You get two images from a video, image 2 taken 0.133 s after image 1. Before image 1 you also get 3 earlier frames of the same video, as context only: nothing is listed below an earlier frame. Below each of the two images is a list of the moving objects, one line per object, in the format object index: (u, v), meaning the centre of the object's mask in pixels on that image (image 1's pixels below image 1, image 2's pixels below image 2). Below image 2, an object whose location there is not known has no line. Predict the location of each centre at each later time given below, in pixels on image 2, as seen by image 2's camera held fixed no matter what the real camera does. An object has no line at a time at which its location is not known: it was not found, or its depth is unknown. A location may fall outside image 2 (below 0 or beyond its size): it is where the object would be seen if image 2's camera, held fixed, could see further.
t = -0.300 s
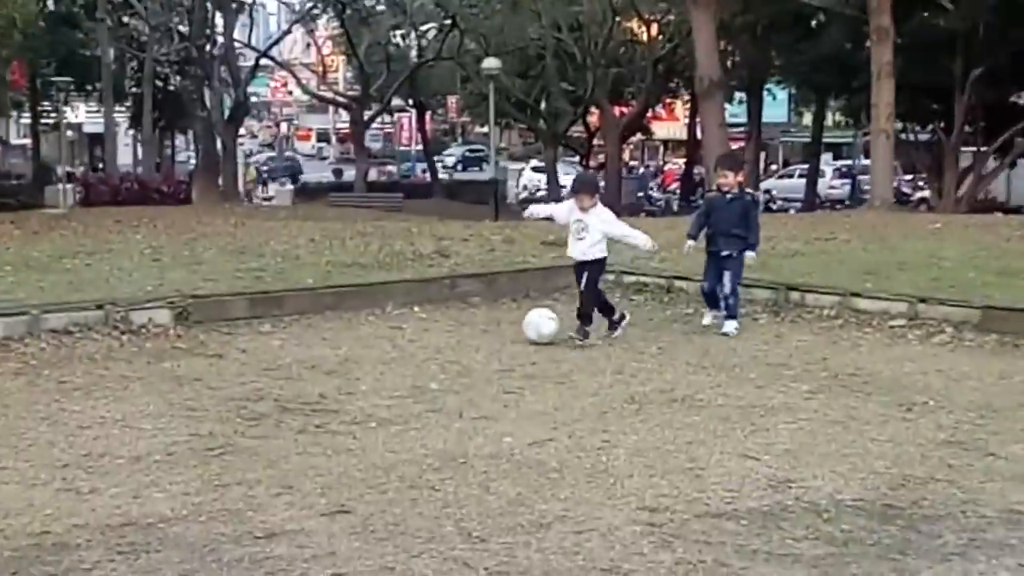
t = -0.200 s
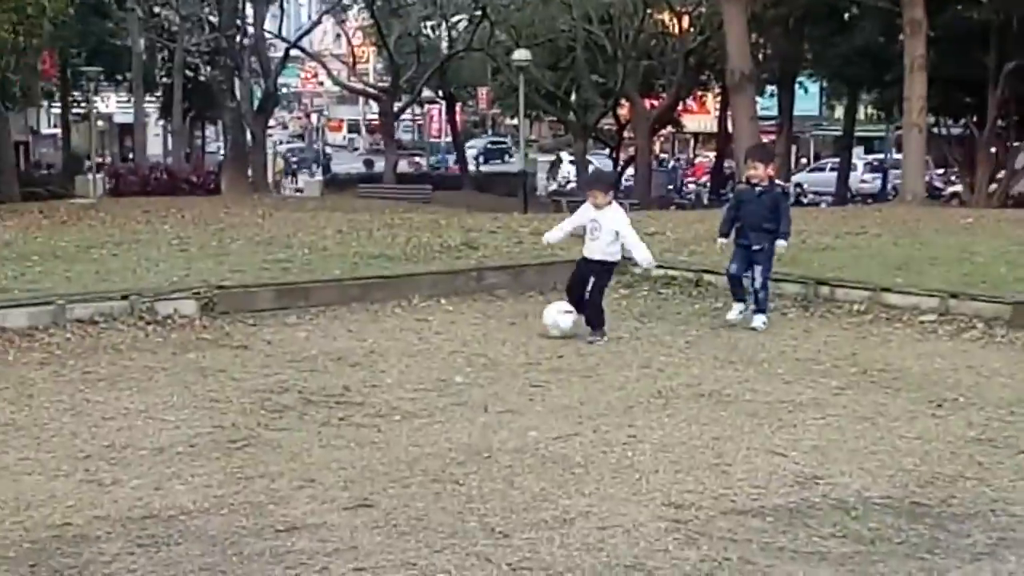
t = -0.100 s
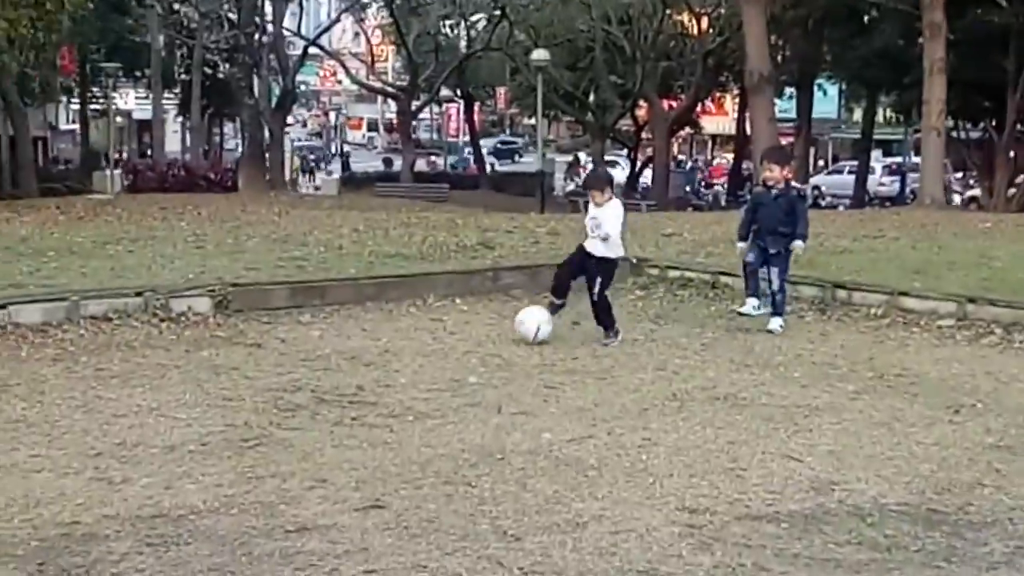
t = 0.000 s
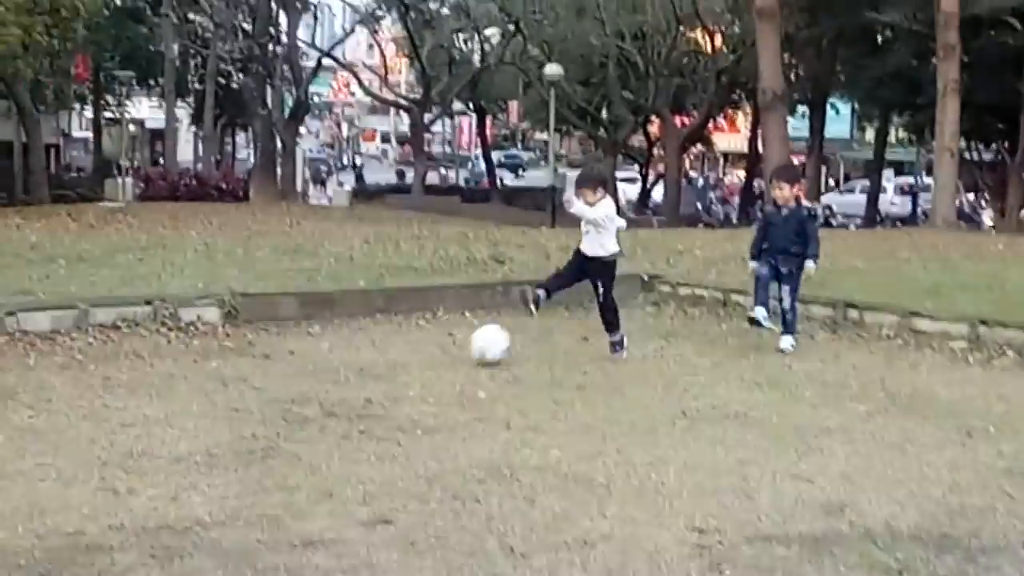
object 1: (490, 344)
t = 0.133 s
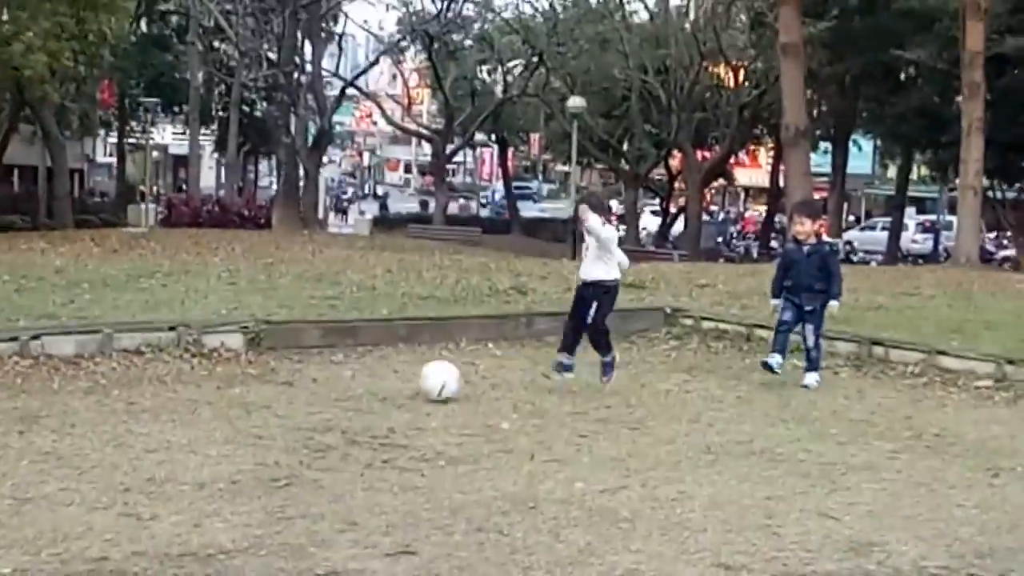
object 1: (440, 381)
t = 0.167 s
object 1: (423, 383)
